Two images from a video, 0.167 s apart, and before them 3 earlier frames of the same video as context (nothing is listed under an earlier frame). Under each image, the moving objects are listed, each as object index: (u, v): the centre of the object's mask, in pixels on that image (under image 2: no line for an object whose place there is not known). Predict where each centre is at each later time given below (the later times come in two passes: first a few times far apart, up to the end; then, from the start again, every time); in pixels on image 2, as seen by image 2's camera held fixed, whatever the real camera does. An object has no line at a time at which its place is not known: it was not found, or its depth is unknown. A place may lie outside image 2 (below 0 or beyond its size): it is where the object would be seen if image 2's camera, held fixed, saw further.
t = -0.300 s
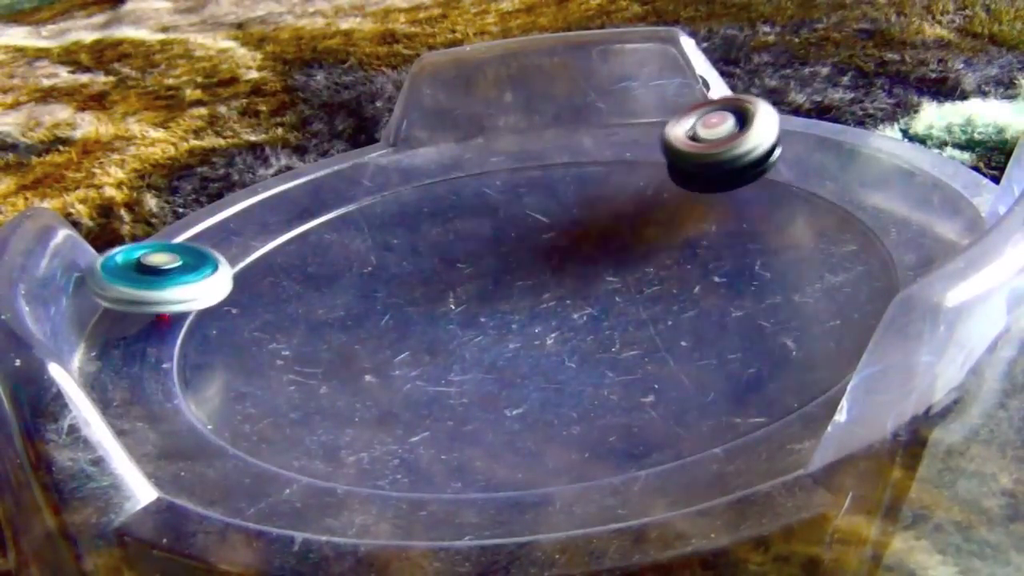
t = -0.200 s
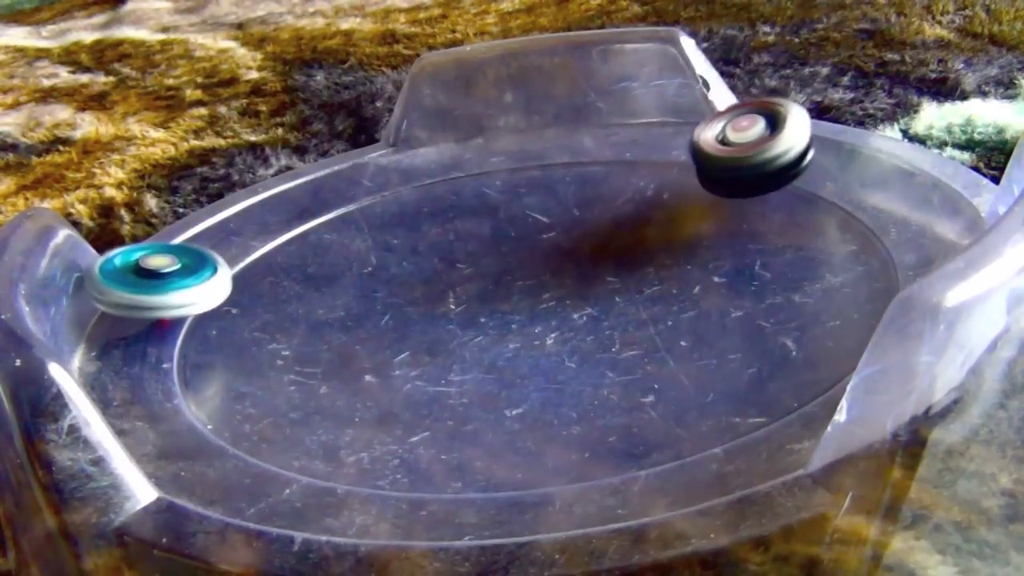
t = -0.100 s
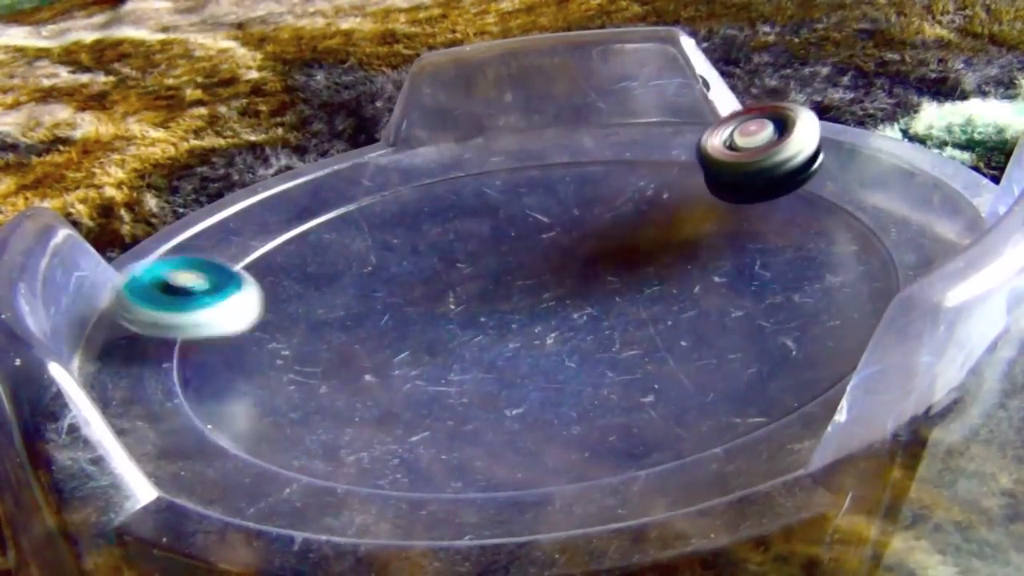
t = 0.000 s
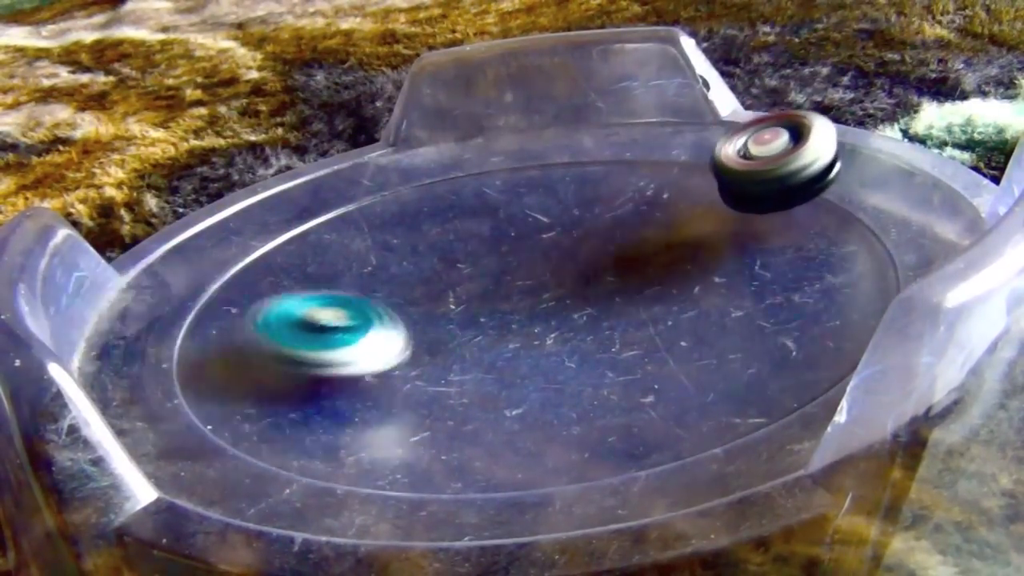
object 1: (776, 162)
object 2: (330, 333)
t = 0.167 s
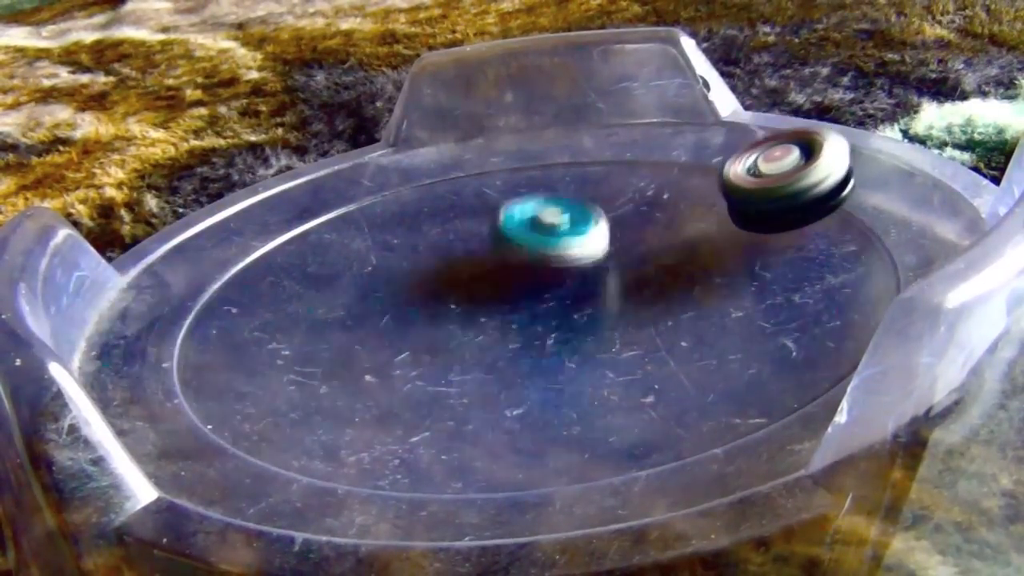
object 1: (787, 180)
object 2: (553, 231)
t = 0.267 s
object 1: (781, 195)
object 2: (488, 141)
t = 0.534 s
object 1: (725, 257)
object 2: (247, 293)
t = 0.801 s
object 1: (895, 200)
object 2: (457, 294)
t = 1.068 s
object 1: (669, 265)
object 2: (335, 227)
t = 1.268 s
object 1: (593, 352)
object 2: (406, 290)
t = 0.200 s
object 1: (786, 184)
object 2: (549, 198)
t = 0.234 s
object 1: (784, 189)
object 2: (525, 167)
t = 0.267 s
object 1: (781, 195)
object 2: (488, 141)
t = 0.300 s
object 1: (778, 202)
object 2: (448, 126)
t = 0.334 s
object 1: (768, 208)
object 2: (412, 137)
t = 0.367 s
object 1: (757, 219)
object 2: (381, 174)
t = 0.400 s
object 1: (747, 230)
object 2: (344, 188)
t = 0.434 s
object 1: (740, 239)
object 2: (304, 201)
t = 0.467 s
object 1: (735, 246)
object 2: (267, 230)
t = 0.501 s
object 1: (729, 252)
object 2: (246, 261)
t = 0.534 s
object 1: (725, 257)
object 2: (247, 293)
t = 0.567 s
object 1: (721, 262)
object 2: (282, 322)
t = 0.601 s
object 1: (715, 268)
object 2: (352, 344)
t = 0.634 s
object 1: (709, 273)
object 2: (434, 355)
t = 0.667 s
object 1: (704, 280)
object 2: (523, 349)
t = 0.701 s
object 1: (735, 272)
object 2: (560, 333)
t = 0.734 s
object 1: (821, 244)
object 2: (510, 322)
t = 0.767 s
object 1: (879, 220)
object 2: (475, 310)
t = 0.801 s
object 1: (895, 200)
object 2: (457, 294)
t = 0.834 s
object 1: (899, 198)
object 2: (455, 279)
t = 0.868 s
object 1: (883, 199)
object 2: (459, 267)
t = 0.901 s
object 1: (857, 210)
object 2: (459, 252)
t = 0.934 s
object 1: (825, 219)
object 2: (451, 238)
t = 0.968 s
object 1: (789, 229)
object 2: (430, 227)
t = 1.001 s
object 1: (750, 240)
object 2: (403, 221)
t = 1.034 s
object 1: (710, 251)
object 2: (371, 219)
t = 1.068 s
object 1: (669, 265)
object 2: (335, 227)
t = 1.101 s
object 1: (630, 280)
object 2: (307, 245)
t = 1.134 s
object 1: (594, 297)
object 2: (292, 269)
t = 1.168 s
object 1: (563, 316)
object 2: (300, 297)
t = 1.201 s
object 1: (539, 331)
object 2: (333, 322)
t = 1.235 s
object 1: (521, 349)
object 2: (386, 334)
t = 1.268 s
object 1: (593, 352)
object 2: (406, 290)
